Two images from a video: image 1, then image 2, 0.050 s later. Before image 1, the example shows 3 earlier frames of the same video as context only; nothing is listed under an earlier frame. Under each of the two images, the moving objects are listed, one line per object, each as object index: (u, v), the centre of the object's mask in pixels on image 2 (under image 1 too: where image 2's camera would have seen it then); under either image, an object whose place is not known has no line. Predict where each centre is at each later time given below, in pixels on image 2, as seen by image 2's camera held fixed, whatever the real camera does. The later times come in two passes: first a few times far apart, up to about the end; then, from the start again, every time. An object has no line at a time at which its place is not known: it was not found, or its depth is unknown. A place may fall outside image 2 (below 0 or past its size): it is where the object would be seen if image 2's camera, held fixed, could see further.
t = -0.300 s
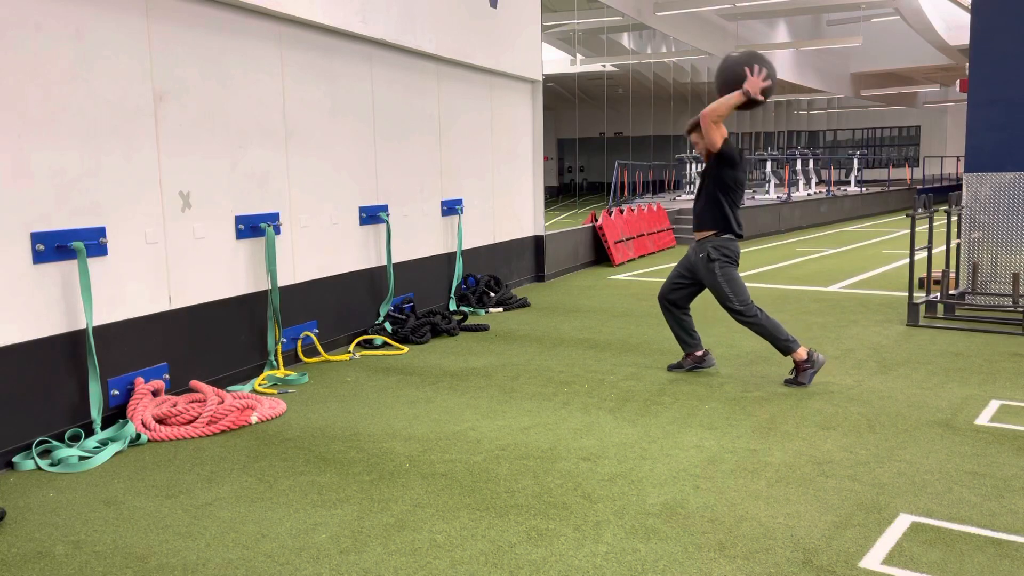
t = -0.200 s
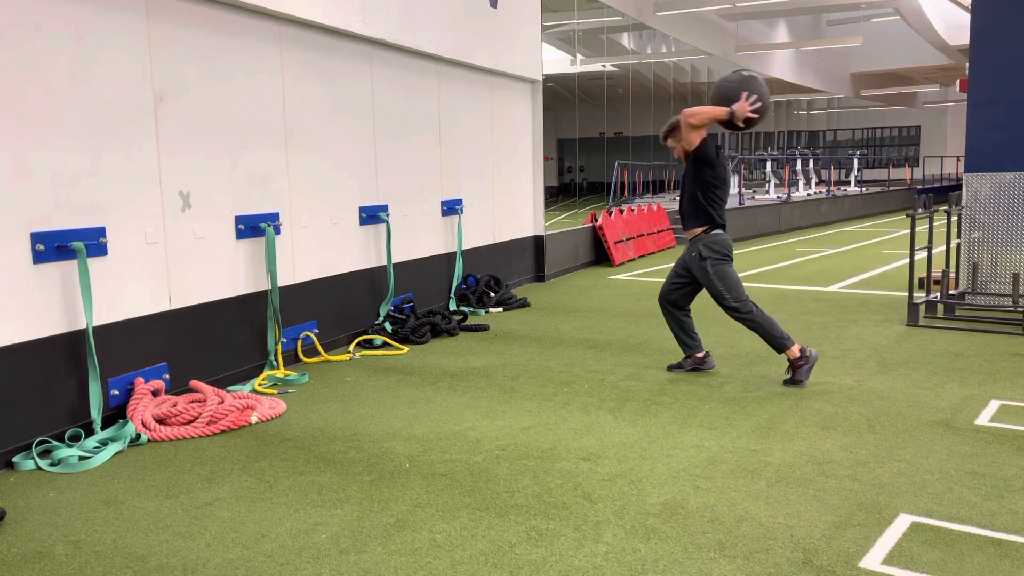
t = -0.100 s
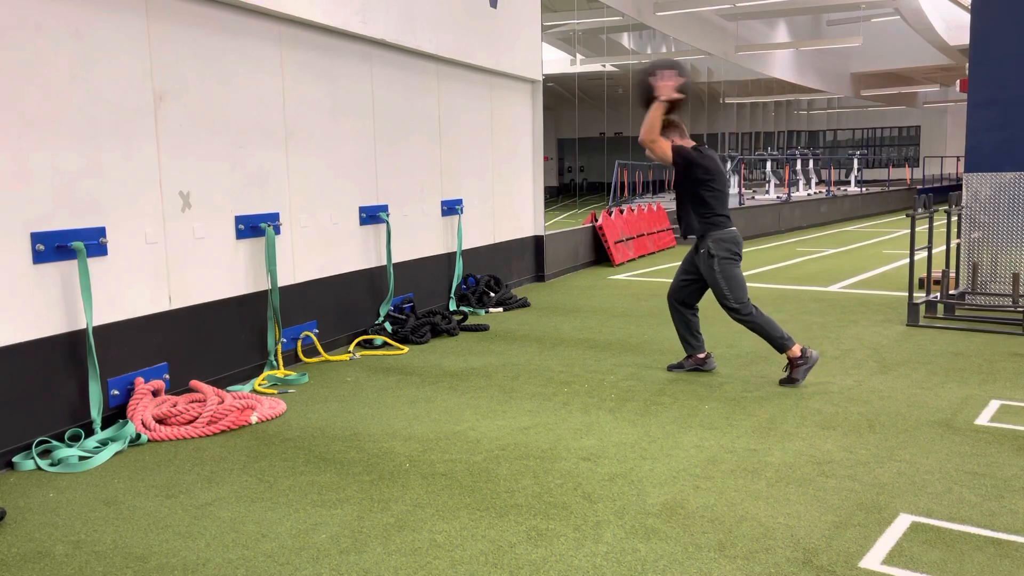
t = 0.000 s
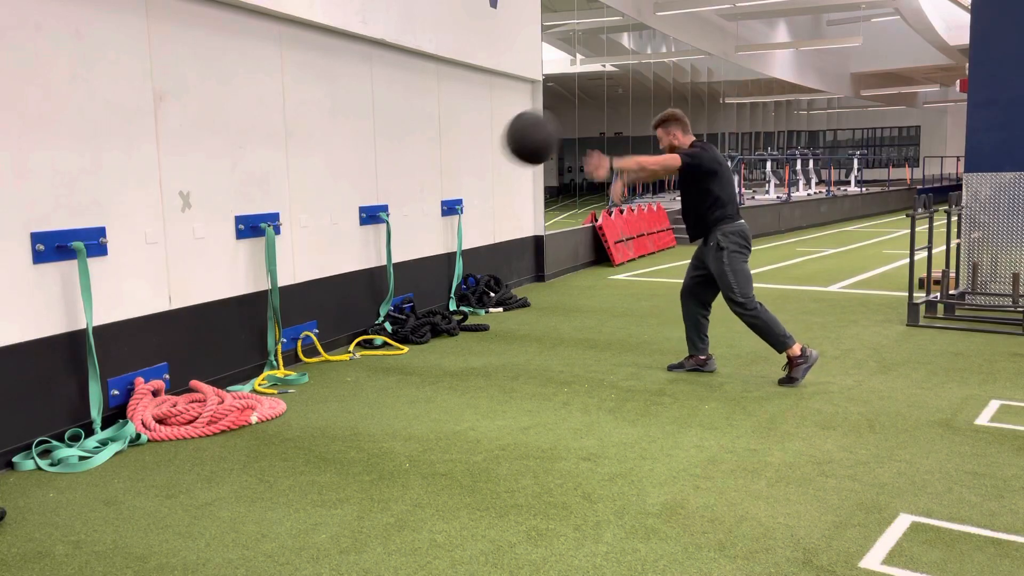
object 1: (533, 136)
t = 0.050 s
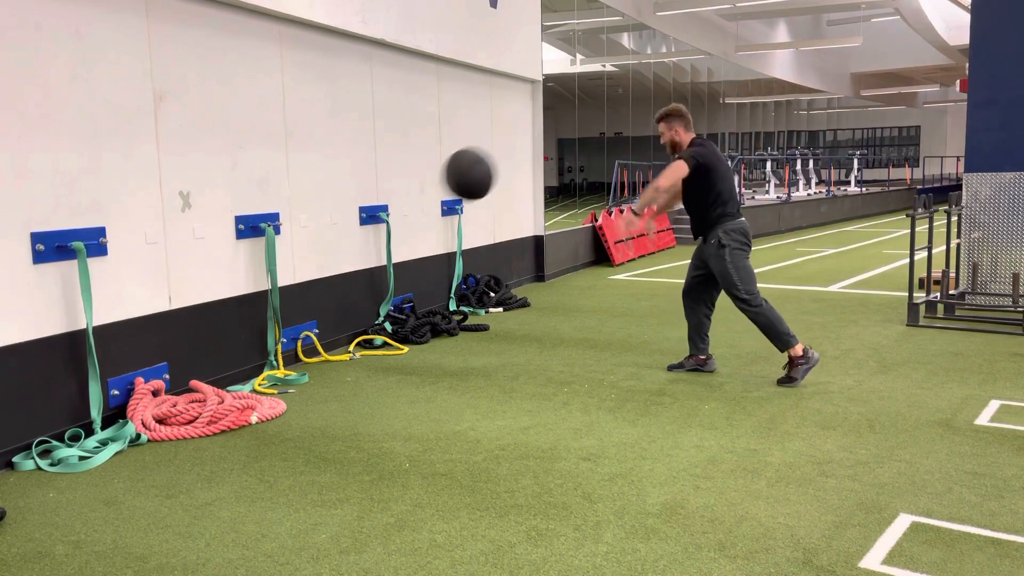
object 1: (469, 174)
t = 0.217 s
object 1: (351, 285)
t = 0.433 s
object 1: (469, 325)
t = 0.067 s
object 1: (449, 187)
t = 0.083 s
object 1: (430, 199)
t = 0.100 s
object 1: (411, 212)
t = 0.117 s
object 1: (392, 225)
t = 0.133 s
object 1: (374, 238)
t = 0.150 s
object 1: (356, 251)
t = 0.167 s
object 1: (337, 265)
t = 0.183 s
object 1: (331, 273)
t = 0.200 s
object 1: (342, 278)
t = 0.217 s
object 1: (351, 285)
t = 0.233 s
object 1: (361, 290)
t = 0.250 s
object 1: (370, 296)
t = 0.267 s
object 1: (379, 304)
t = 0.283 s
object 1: (390, 311)
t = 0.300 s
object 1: (399, 319)
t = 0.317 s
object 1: (409, 327)
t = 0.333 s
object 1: (419, 335)
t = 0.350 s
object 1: (428, 343)
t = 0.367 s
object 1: (437, 342)
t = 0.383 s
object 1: (445, 337)
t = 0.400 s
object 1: (452, 333)
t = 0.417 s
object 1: (461, 329)
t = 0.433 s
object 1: (469, 325)
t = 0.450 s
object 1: (478, 321)
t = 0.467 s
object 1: (486, 319)
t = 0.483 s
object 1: (495, 316)
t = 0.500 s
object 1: (503, 314)
